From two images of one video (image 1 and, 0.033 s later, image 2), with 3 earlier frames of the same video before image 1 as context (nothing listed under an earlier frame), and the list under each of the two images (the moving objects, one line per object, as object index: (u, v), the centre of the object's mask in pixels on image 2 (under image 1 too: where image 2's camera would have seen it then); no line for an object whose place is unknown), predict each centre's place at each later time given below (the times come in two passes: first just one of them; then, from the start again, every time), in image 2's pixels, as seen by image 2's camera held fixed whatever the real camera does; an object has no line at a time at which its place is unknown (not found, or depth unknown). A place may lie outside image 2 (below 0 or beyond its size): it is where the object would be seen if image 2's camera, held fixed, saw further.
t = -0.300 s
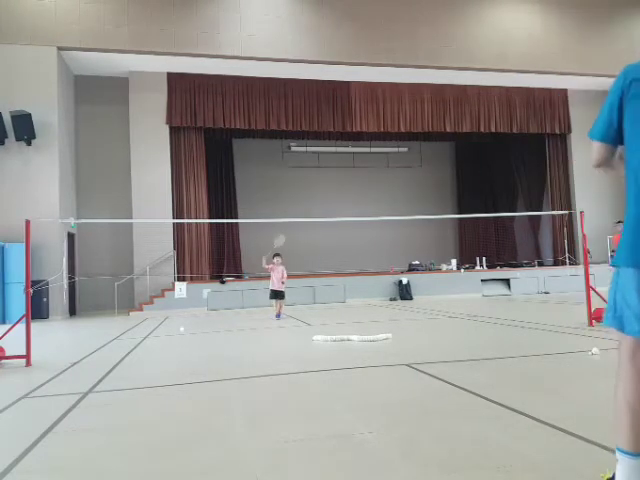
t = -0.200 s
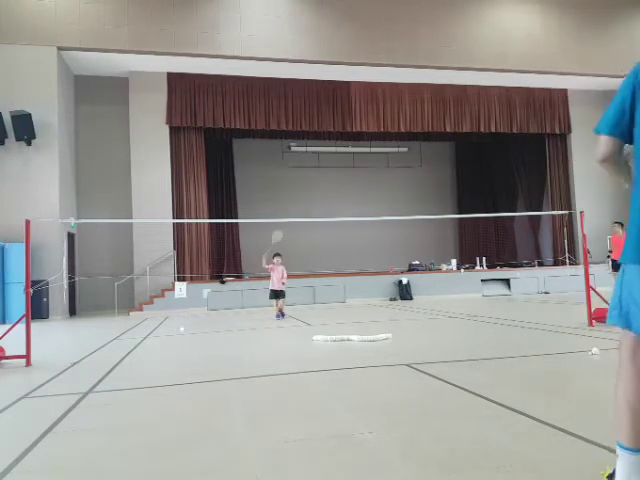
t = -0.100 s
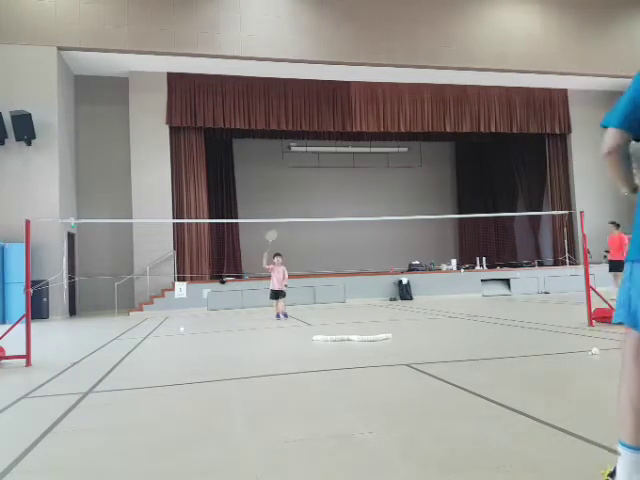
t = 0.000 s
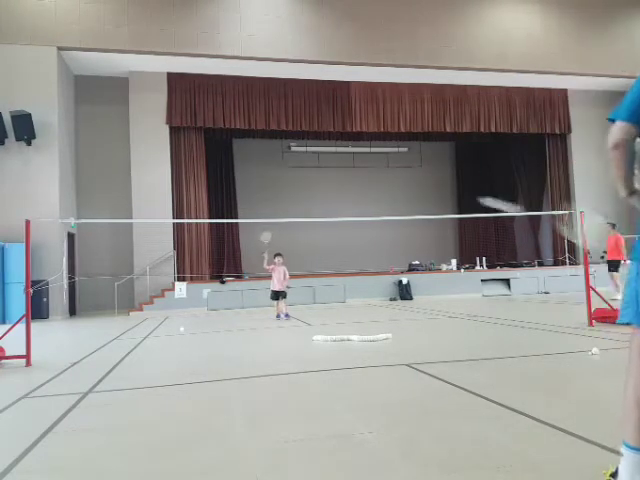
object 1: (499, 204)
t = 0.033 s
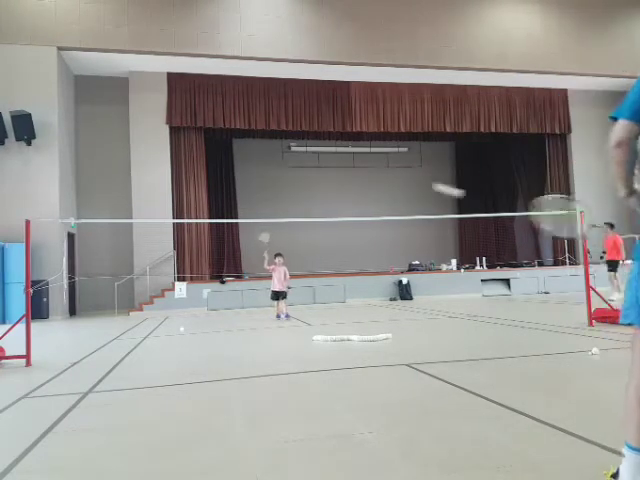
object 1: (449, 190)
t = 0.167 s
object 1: (342, 161)
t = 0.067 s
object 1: (410, 178)
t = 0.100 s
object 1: (382, 170)
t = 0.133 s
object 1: (360, 164)
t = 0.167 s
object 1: (342, 161)
